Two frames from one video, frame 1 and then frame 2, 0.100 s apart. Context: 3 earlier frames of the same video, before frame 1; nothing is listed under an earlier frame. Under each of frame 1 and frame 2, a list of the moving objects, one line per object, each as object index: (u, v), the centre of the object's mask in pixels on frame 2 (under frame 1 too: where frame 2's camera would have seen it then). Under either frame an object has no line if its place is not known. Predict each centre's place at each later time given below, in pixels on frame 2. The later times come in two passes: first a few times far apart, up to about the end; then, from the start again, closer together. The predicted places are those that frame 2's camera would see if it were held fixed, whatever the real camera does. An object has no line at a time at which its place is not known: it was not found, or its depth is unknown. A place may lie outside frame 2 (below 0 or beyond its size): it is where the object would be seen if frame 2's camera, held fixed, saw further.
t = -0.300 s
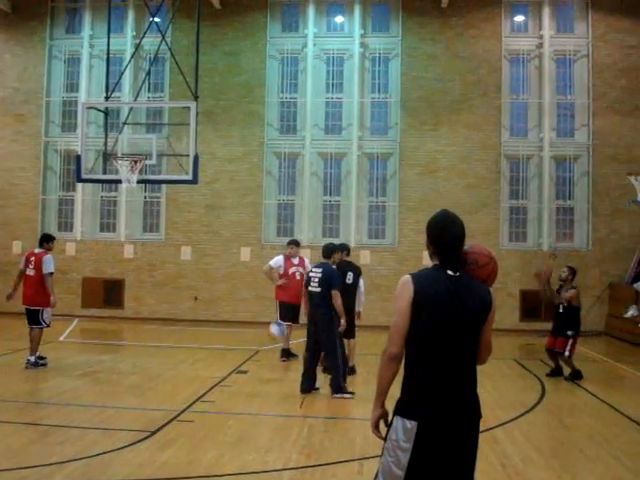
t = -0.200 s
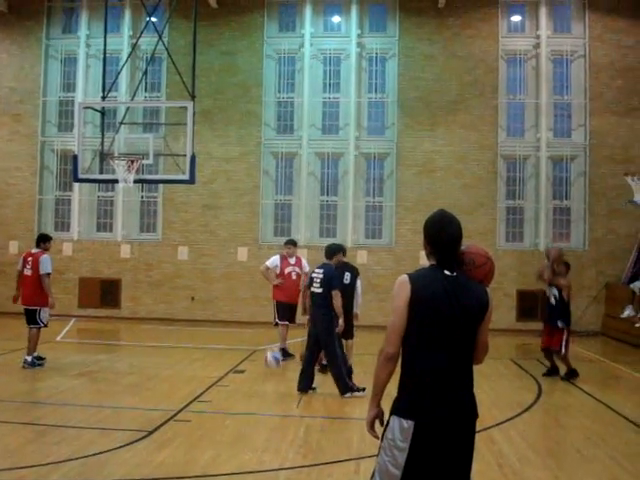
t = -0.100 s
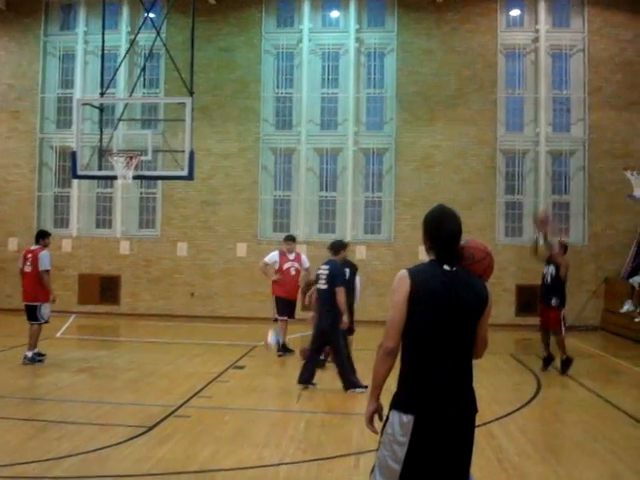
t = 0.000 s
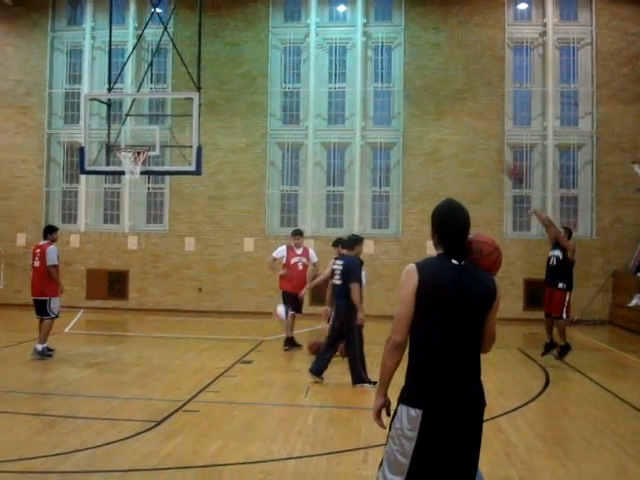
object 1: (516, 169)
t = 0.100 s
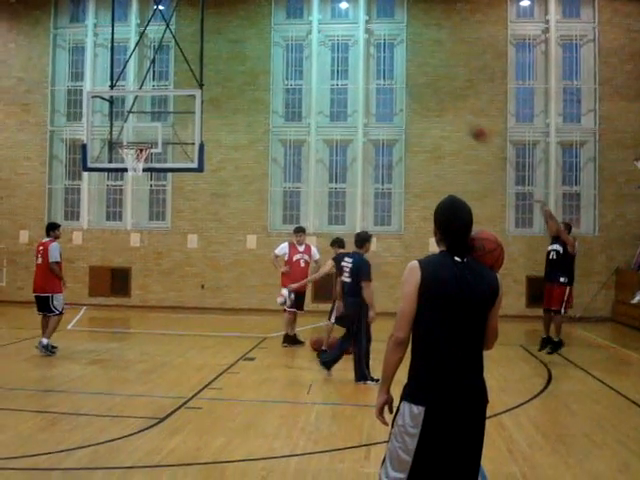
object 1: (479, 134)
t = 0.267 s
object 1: (417, 89)
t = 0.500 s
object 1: (335, 60)
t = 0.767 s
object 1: (245, 72)
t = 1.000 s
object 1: (171, 118)
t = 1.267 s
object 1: (111, 123)
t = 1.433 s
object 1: (90, 109)
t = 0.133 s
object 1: (466, 123)
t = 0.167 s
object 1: (454, 113)
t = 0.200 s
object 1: (441, 105)
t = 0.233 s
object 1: (428, 97)
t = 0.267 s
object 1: (417, 89)
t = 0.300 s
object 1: (405, 82)
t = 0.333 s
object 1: (392, 75)
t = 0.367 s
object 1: (382, 73)
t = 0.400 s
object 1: (369, 67)
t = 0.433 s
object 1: (358, 64)
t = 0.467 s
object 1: (346, 61)
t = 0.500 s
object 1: (335, 60)
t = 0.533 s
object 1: (322, 58)
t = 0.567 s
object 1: (312, 58)
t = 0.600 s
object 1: (300, 59)
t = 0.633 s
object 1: (290, 60)
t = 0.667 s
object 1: (278, 61)
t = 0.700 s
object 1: (266, 64)
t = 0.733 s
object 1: (256, 68)
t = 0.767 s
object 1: (245, 72)
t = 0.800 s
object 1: (234, 77)
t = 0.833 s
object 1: (223, 83)
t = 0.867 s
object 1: (213, 88)
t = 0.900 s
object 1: (203, 94)
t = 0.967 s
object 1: (182, 111)
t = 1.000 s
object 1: (171, 118)
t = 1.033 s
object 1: (160, 127)
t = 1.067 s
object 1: (148, 138)
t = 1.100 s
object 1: (140, 140)
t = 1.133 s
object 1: (131, 140)
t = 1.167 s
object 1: (123, 140)
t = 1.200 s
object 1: (119, 134)
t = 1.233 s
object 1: (115, 128)
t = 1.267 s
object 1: (111, 123)
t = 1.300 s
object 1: (106, 120)
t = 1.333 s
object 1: (103, 116)
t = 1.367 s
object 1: (98, 112)
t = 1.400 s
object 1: (94, 111)
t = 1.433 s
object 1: (90, 109)
